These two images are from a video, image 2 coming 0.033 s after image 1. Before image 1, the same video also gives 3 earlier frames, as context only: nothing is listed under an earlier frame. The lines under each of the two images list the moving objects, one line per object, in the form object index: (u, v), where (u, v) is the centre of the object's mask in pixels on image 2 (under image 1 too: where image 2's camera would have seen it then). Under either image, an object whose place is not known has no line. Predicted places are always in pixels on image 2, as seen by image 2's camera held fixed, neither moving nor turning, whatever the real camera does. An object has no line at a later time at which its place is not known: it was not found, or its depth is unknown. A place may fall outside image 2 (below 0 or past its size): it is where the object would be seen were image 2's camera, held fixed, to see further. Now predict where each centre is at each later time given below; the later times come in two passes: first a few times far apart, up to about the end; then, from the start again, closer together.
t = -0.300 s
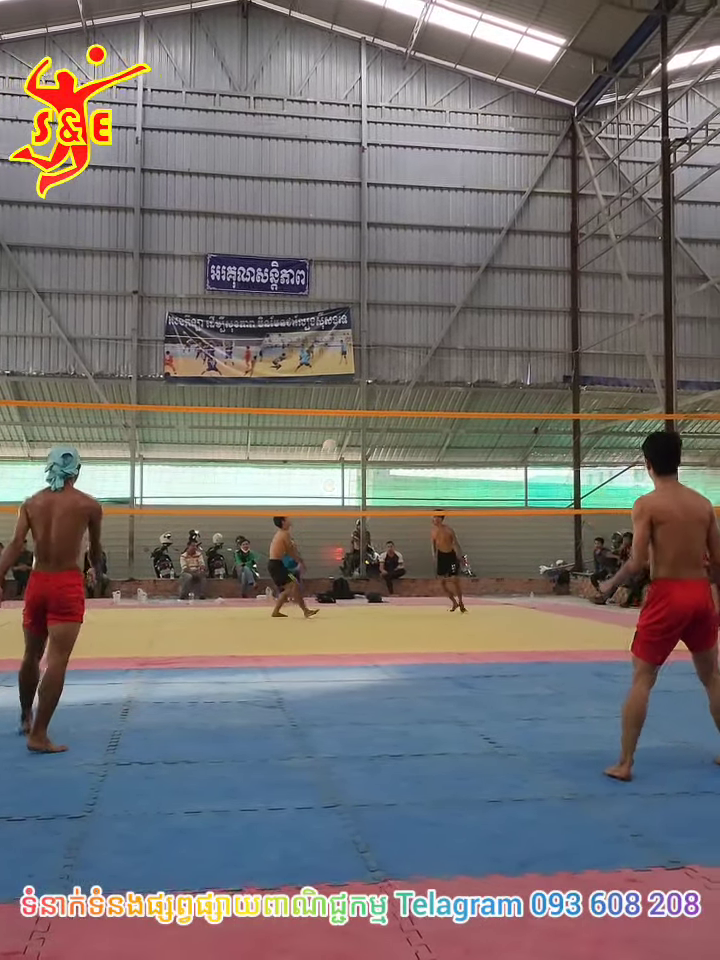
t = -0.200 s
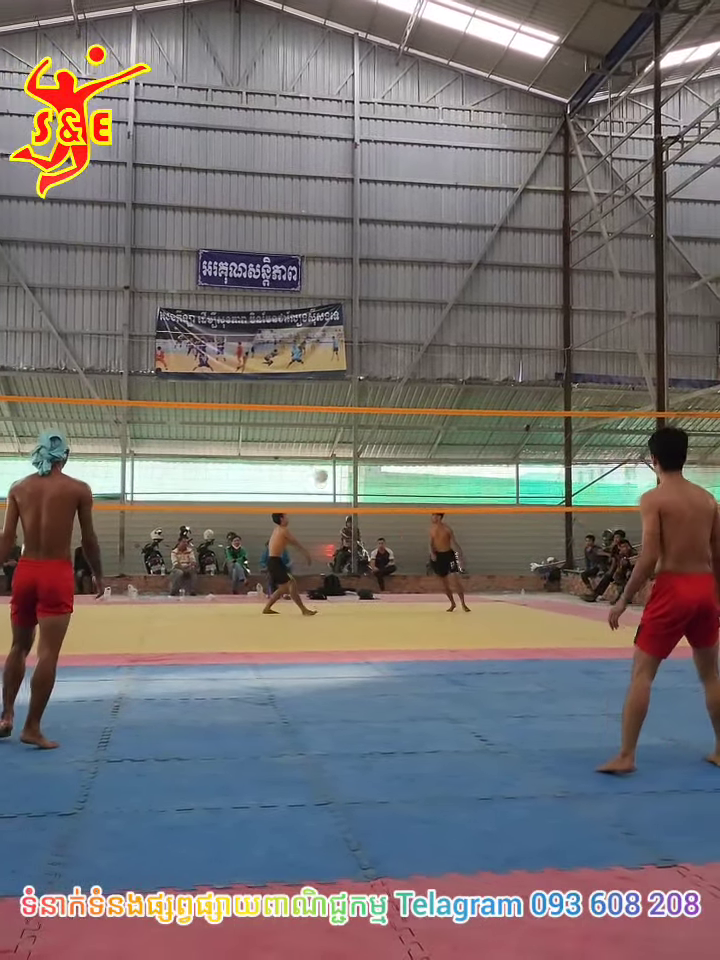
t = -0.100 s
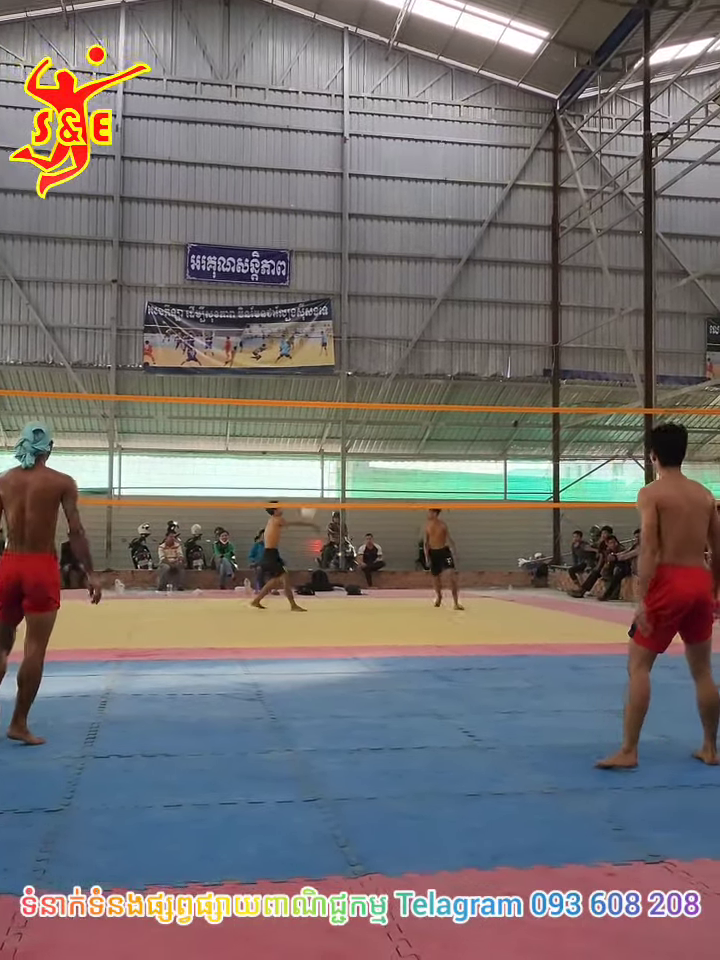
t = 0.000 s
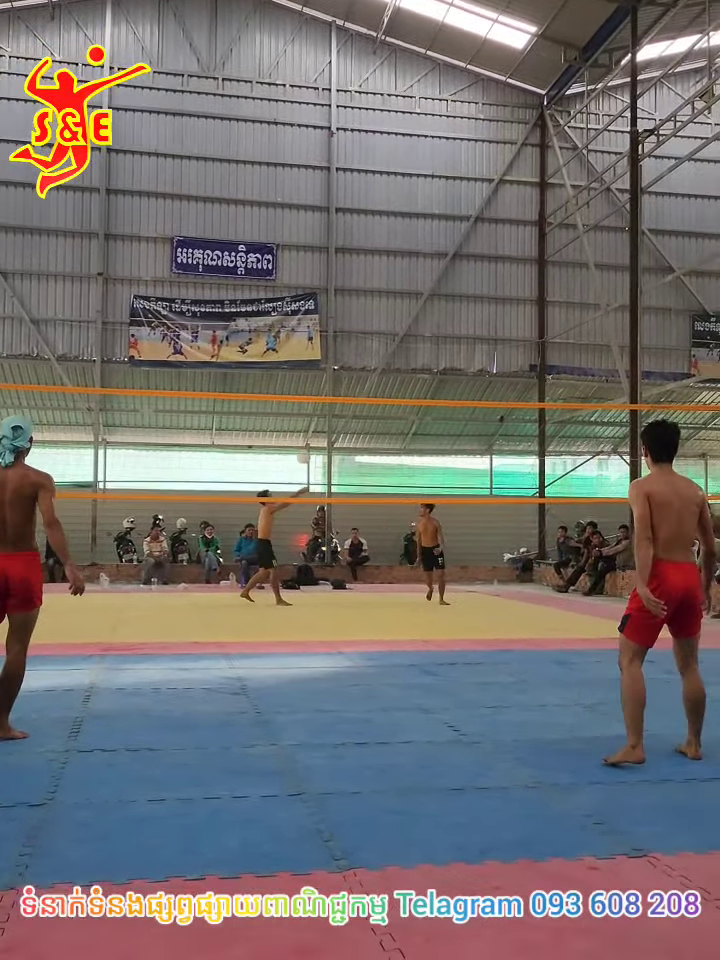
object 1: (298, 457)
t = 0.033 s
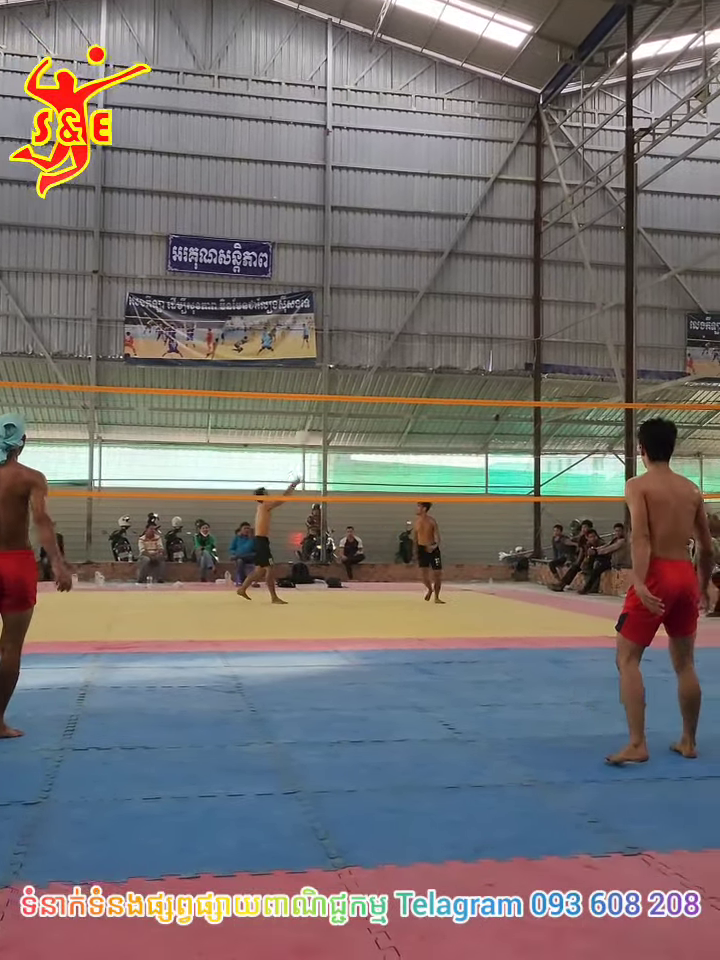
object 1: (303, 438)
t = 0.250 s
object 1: (327, 334)
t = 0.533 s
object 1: (361, 245)
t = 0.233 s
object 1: (325, 341)
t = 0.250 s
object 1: (327, 334)
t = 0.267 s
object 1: (329, 327)
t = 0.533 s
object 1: (361, 245)
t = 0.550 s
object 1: (362, 241)
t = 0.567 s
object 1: (363, 238)
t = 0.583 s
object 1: (366, 234)
